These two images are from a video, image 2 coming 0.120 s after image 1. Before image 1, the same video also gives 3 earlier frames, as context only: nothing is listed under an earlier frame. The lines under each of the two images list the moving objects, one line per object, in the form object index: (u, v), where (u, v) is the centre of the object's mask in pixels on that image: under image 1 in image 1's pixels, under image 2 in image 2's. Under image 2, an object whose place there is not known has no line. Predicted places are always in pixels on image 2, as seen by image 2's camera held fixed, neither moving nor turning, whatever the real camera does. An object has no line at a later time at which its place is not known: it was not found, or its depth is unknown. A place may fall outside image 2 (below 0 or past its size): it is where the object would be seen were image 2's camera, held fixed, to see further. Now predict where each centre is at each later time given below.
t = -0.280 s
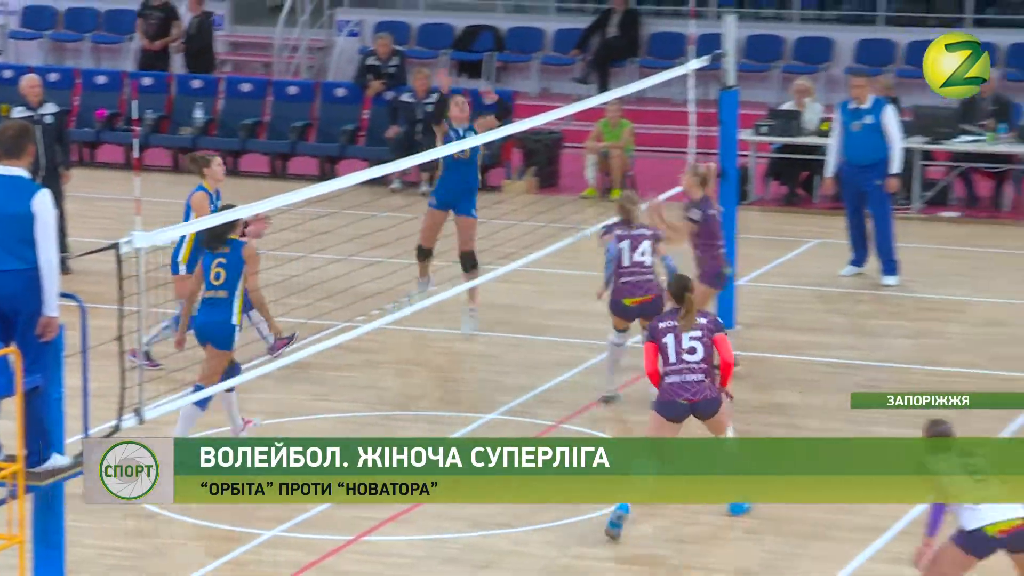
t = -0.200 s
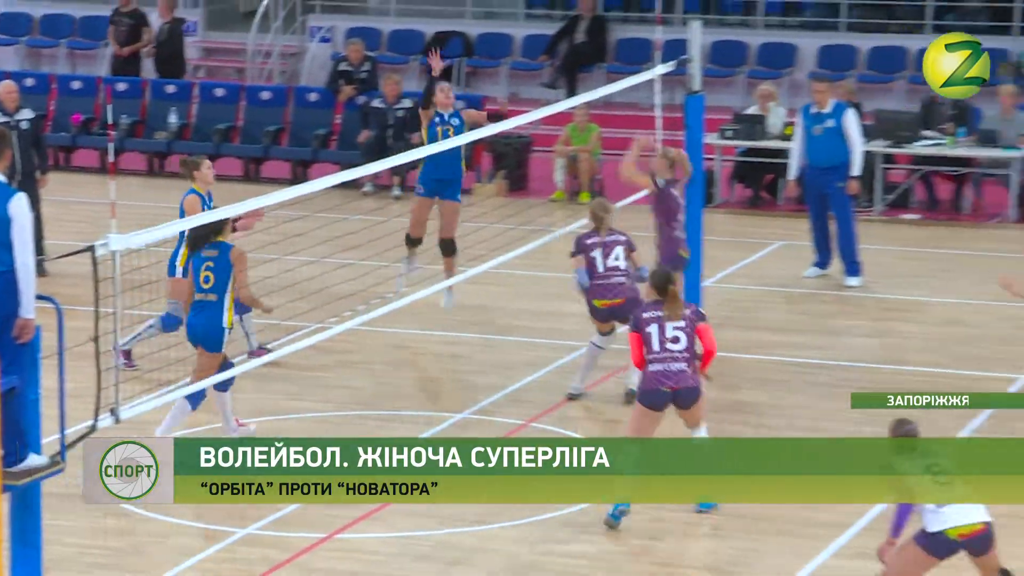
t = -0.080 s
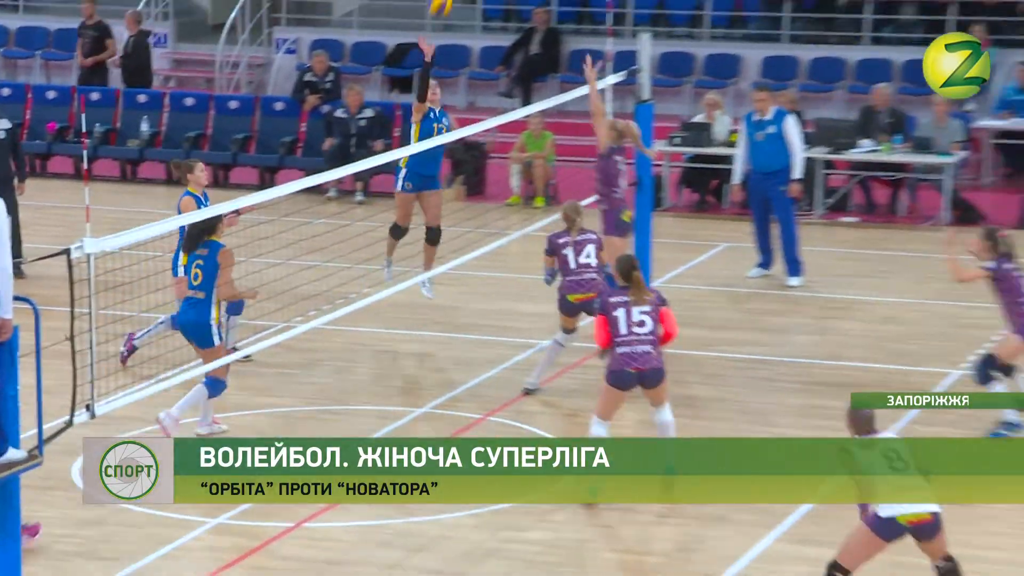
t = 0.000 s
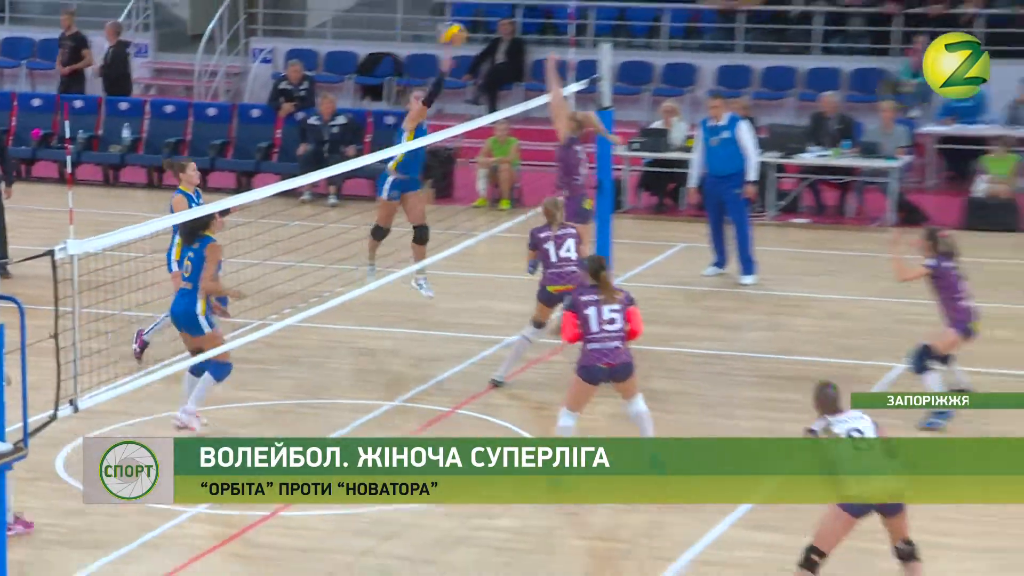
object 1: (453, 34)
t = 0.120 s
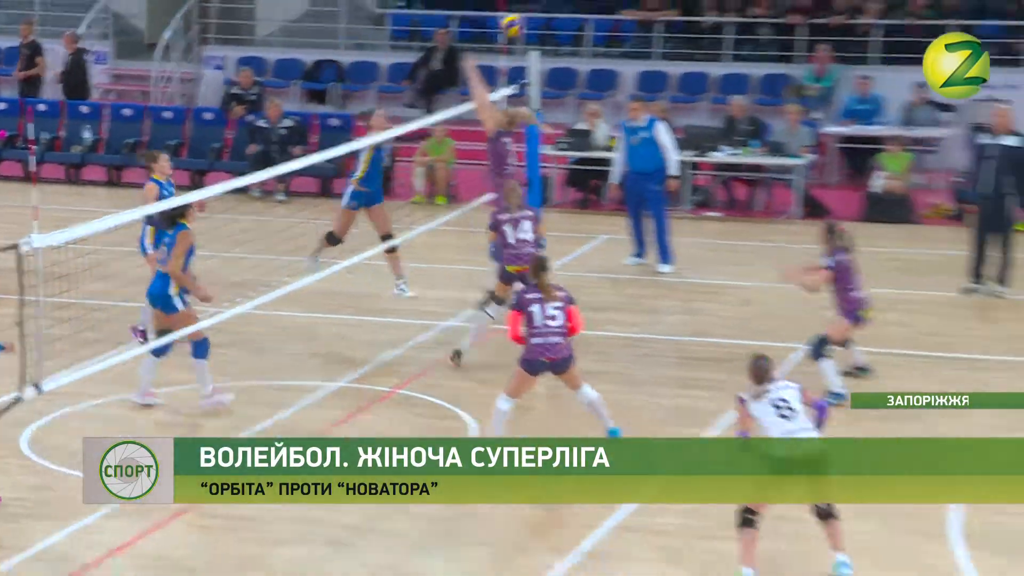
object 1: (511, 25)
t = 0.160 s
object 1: (554, 23)
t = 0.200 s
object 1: (595, 23)
